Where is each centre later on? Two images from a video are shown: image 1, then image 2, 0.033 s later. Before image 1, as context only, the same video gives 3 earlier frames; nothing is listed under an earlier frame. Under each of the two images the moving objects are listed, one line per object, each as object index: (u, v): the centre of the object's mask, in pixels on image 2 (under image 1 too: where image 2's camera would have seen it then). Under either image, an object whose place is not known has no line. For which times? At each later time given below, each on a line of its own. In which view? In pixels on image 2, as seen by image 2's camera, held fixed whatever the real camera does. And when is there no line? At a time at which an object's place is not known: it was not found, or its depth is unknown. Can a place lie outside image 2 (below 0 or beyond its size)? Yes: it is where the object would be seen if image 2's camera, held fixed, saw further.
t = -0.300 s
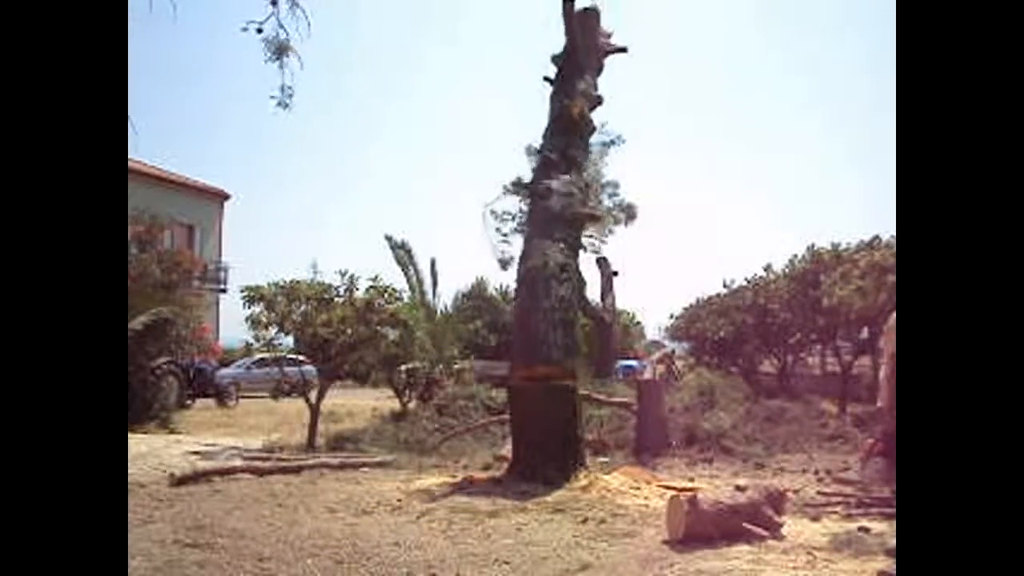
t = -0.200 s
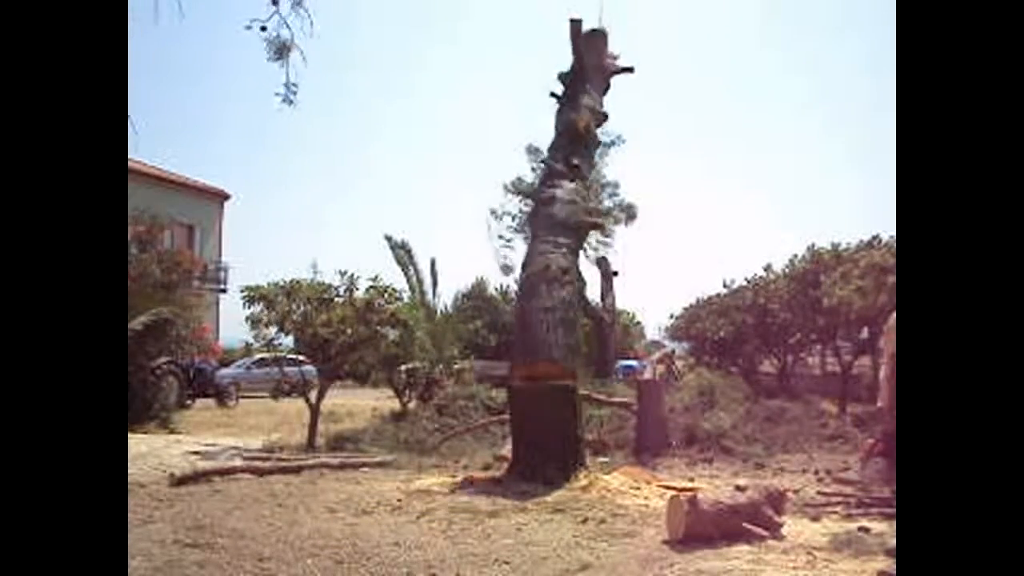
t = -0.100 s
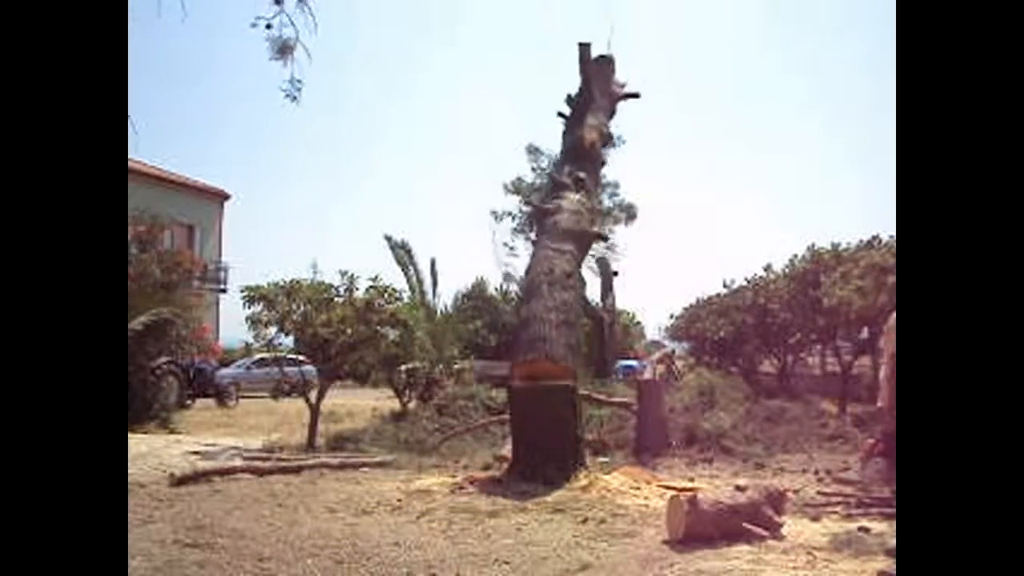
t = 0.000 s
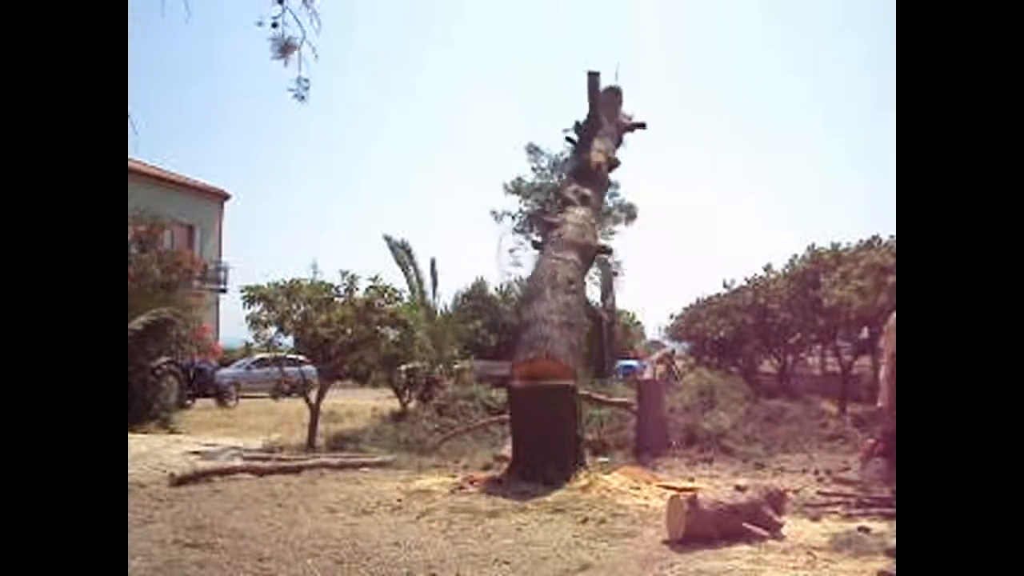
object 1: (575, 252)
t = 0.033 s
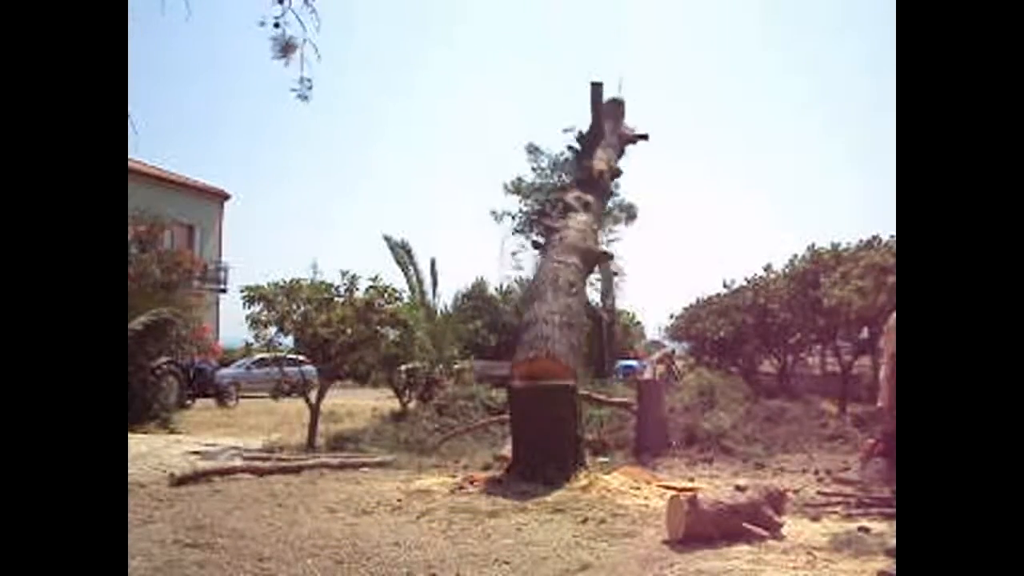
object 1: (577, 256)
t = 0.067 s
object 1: (578, 261)
